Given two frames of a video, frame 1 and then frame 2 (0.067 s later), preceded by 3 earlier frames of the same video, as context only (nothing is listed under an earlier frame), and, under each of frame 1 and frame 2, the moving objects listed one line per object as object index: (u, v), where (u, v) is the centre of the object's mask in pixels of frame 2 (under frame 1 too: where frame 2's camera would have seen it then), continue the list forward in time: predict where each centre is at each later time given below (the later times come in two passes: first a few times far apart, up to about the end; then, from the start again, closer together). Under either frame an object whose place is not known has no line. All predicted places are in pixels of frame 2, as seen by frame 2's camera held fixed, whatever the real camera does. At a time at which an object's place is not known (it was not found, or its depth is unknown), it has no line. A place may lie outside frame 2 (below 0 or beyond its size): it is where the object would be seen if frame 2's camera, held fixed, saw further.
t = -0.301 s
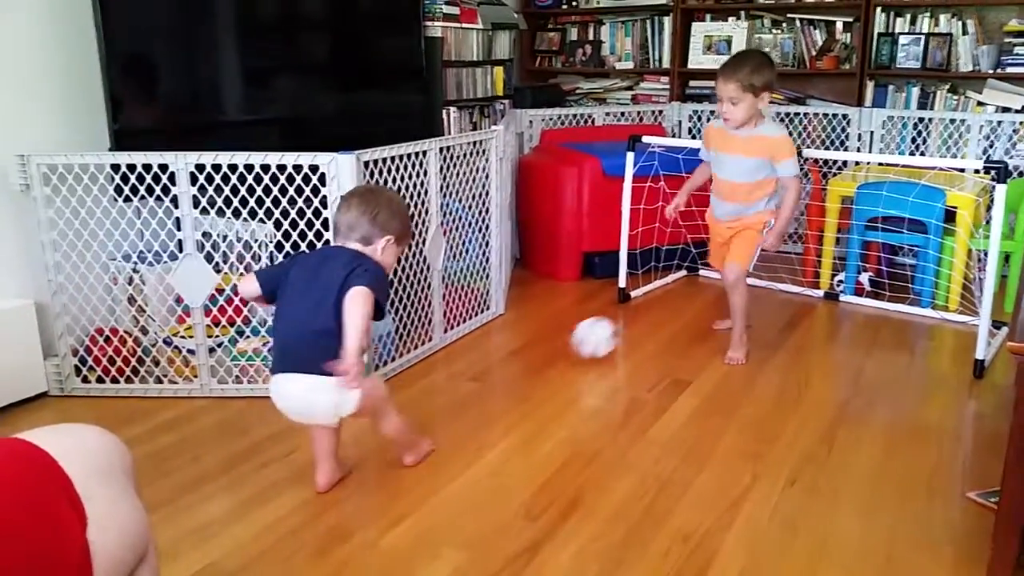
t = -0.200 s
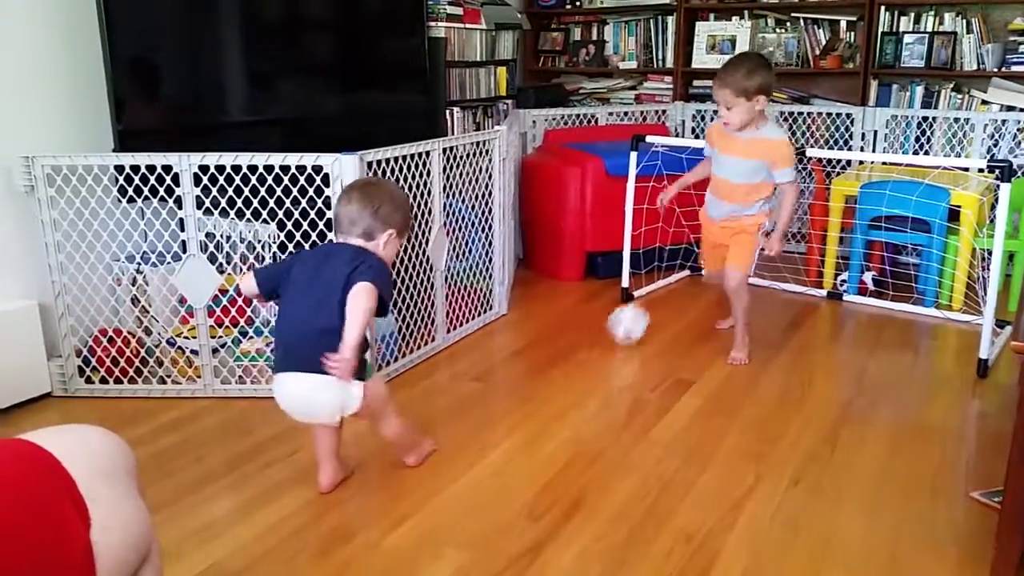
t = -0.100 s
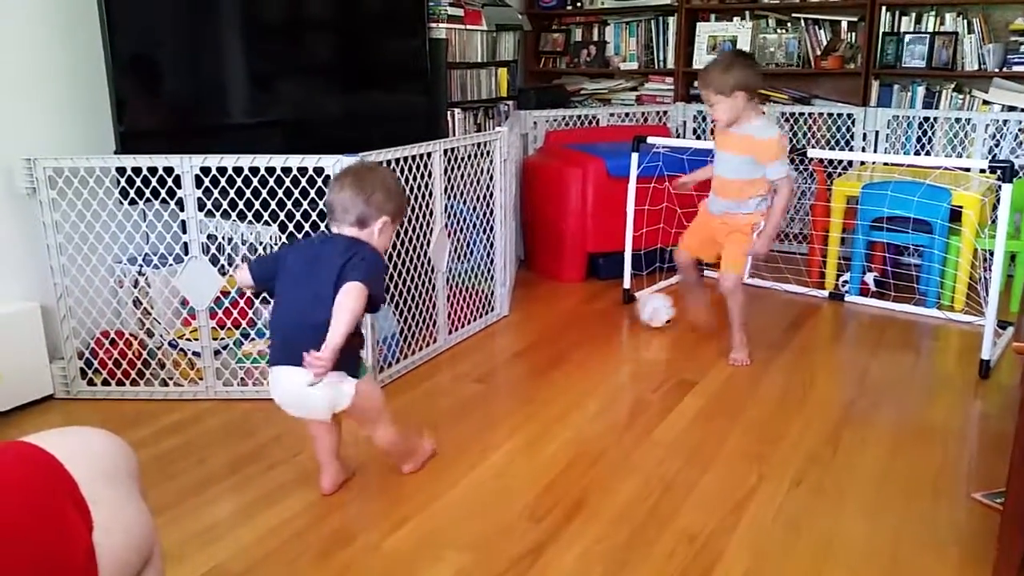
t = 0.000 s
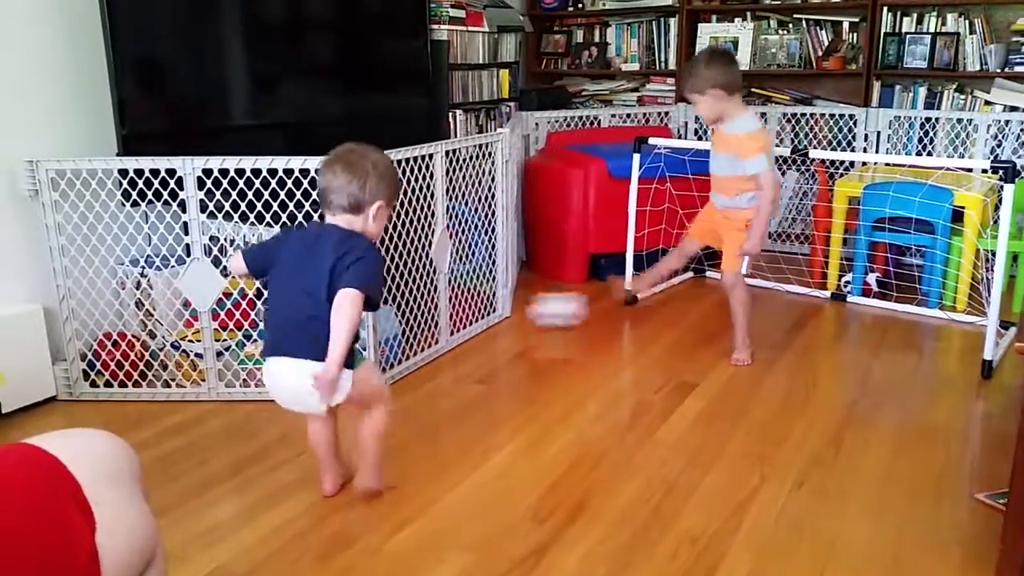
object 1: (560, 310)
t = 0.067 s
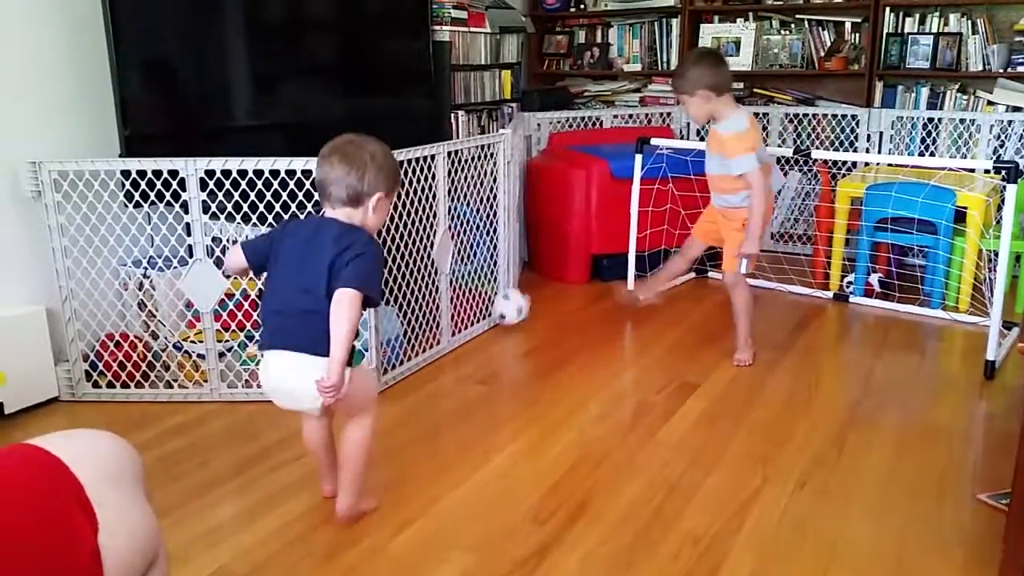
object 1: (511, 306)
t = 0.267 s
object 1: (572, 341)
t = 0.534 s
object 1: (602, 371)
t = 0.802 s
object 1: (626, 399)
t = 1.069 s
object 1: (654, 437)
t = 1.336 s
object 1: (687, 474)
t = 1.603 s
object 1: (728, 517)
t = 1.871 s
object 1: (775, 554)
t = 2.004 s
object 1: (801, 573)
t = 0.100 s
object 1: (521, 304)
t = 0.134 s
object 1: (530, 304)
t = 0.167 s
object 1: (539, 308)
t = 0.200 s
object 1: (550, 315)
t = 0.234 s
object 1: (561, 327)
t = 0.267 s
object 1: (572, 341)
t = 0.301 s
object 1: (582, 353)
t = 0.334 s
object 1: (584, 348)
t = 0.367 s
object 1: (587, 345)
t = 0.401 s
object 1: (590, 346)
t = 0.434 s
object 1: (593, 351)
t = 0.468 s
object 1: (595, 359)
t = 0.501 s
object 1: (599, 370)
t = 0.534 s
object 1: (602, 371)
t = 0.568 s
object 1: (605, 370)
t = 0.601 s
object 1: (608, 372)
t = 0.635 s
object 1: (610, 376)
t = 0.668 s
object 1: (613, 385)
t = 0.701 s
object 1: (616, 390)
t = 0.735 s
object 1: (619, 389)
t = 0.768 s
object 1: (623, 392)
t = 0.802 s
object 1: (626, 399)
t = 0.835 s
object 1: (629, 407)
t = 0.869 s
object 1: (632, 408)
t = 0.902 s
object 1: (635, 410)
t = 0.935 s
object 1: (639, 418)
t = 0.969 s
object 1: (643, 422)
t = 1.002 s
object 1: (646, 424)
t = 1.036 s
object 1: (650, 430)
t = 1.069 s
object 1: (654, 437)
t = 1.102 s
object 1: (657, 439)
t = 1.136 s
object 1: (662, 445)
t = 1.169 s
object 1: (666, 450)
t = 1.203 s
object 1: (670, 453)
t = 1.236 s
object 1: (674, 460)
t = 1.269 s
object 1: (678, 463)
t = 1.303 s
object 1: (683, 469)
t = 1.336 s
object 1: (687, 474)
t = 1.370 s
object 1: (692, 479)
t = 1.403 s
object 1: (697, 484)
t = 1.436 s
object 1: (701, 489)
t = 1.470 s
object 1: (706, 495)
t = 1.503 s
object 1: (712, 500)
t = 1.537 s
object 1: (717, 506)
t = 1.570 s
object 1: (722, 511)
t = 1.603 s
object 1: (728, 517)
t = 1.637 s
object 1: (734, 523)
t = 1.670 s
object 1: (739, 528)
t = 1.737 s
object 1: (753, 541)
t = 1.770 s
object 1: (758, 543)
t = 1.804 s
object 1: (764, 546)
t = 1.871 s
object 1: (775, 554)
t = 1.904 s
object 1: (780, 557)
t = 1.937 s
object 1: (786, 561)
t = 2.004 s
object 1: (801, 573)
